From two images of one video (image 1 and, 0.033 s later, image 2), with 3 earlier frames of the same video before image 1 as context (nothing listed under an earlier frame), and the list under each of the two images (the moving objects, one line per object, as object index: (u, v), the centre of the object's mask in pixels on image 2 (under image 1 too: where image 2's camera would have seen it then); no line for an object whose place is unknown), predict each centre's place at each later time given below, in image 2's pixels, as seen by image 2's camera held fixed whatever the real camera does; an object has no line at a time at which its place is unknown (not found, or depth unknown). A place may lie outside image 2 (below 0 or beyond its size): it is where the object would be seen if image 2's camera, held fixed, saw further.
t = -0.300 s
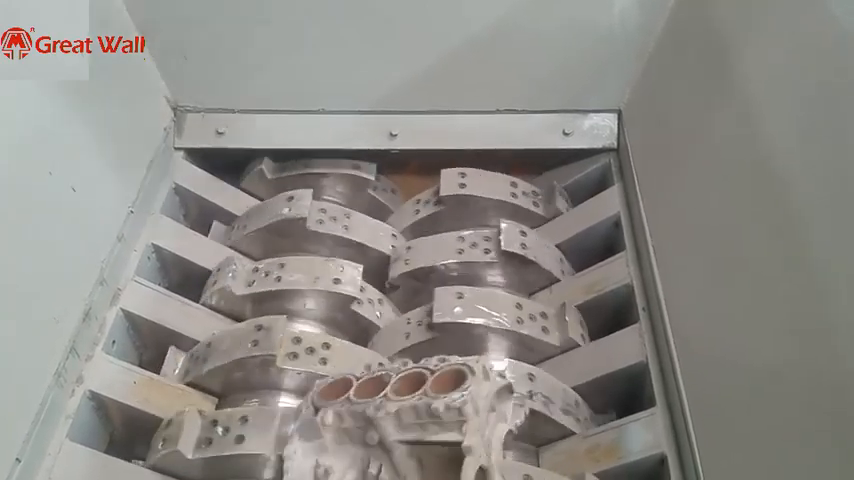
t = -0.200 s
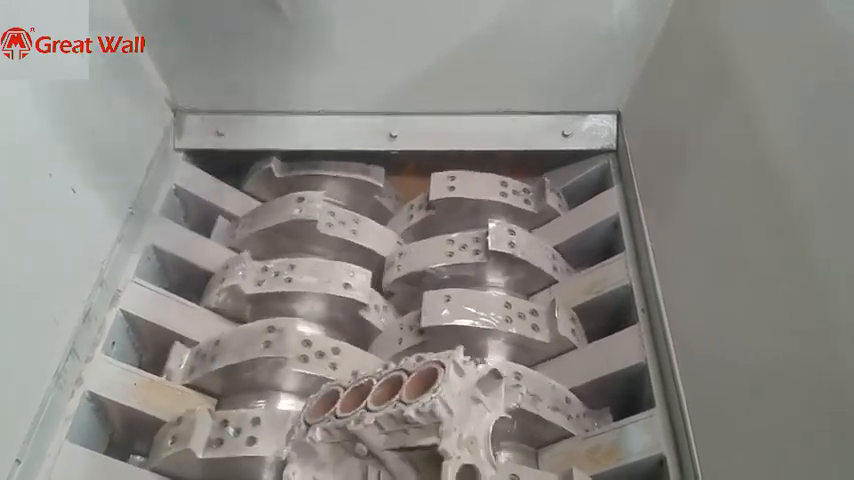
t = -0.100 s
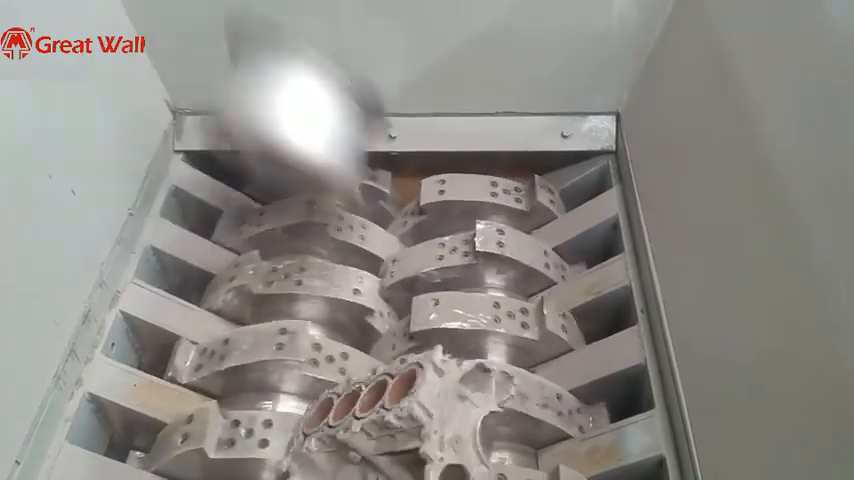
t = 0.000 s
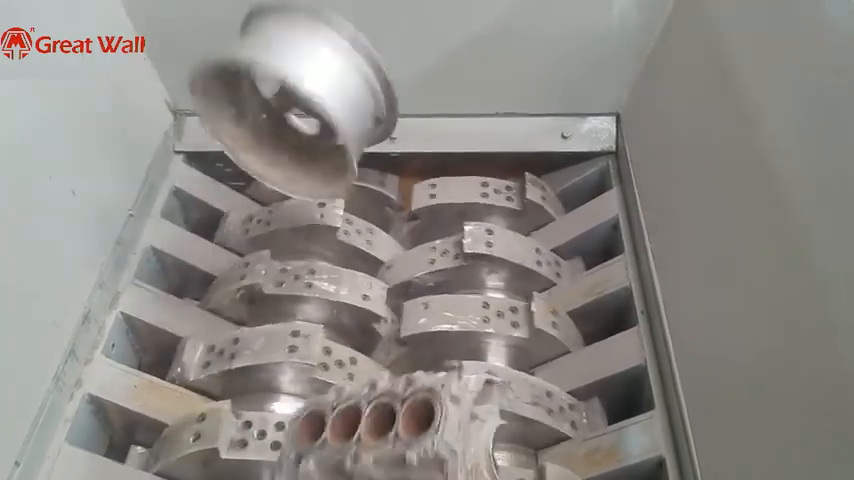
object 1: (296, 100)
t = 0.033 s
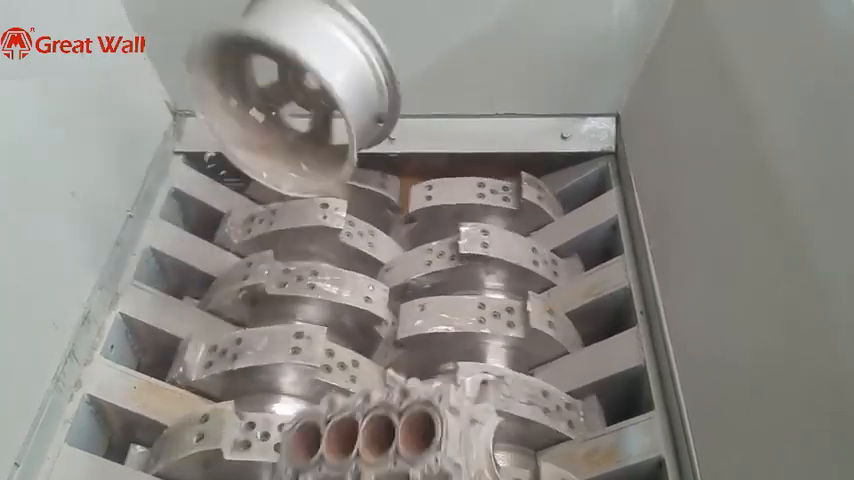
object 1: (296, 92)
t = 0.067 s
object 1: (296, 88)
